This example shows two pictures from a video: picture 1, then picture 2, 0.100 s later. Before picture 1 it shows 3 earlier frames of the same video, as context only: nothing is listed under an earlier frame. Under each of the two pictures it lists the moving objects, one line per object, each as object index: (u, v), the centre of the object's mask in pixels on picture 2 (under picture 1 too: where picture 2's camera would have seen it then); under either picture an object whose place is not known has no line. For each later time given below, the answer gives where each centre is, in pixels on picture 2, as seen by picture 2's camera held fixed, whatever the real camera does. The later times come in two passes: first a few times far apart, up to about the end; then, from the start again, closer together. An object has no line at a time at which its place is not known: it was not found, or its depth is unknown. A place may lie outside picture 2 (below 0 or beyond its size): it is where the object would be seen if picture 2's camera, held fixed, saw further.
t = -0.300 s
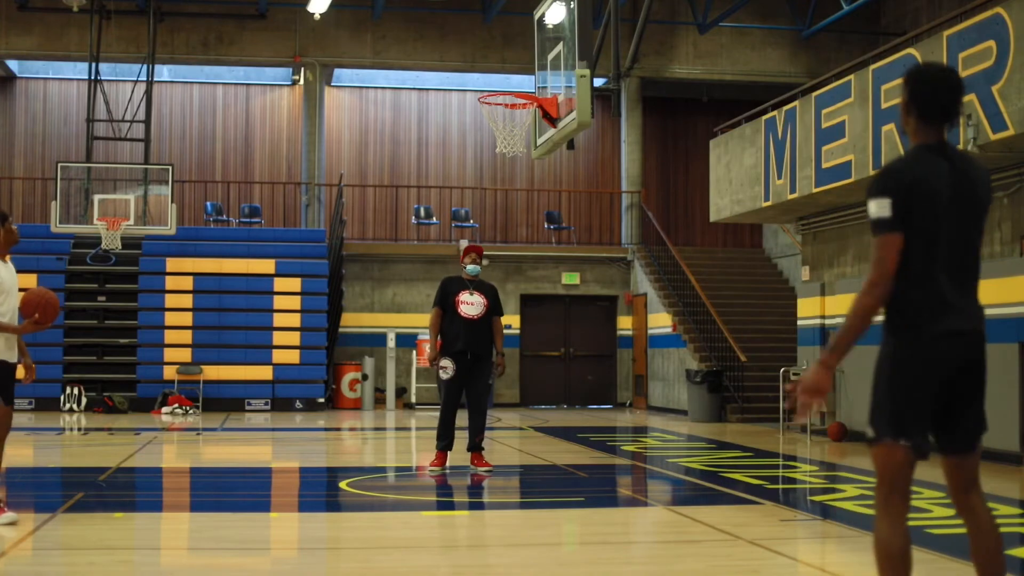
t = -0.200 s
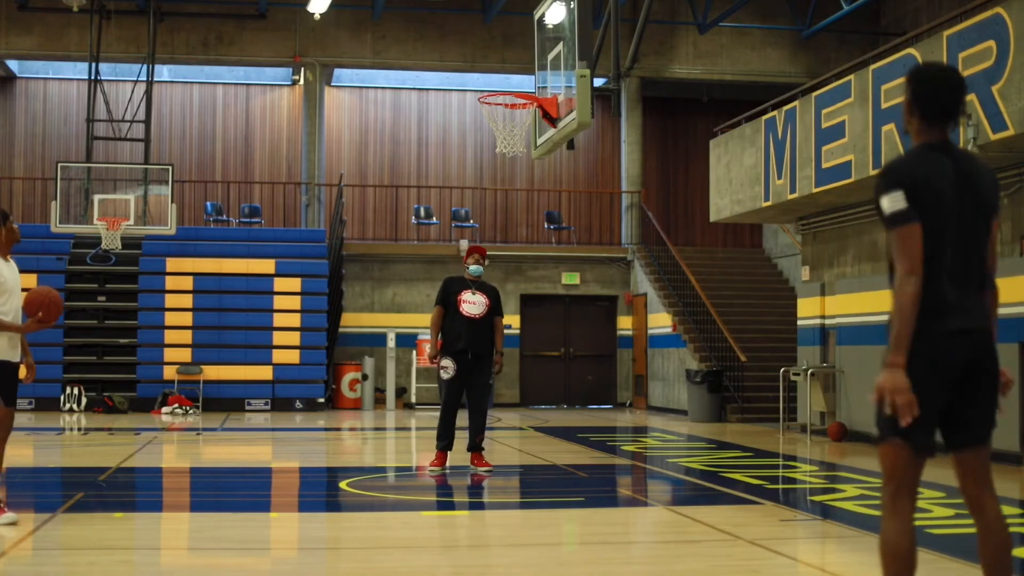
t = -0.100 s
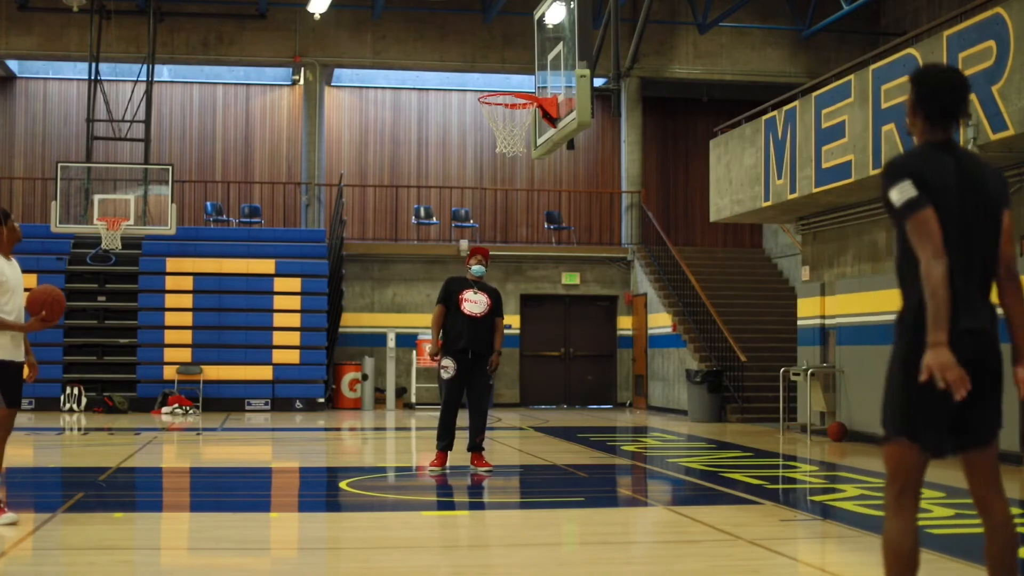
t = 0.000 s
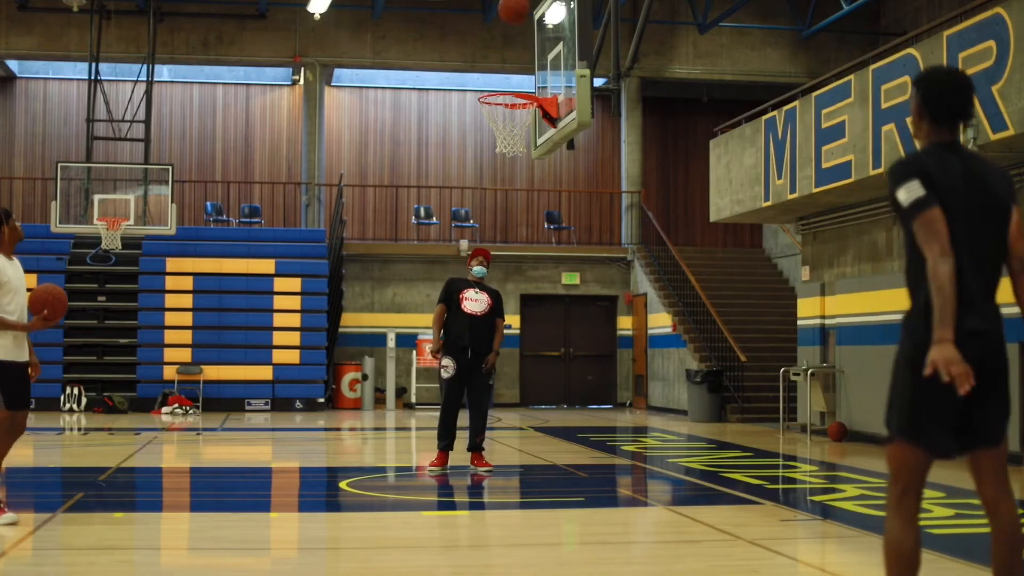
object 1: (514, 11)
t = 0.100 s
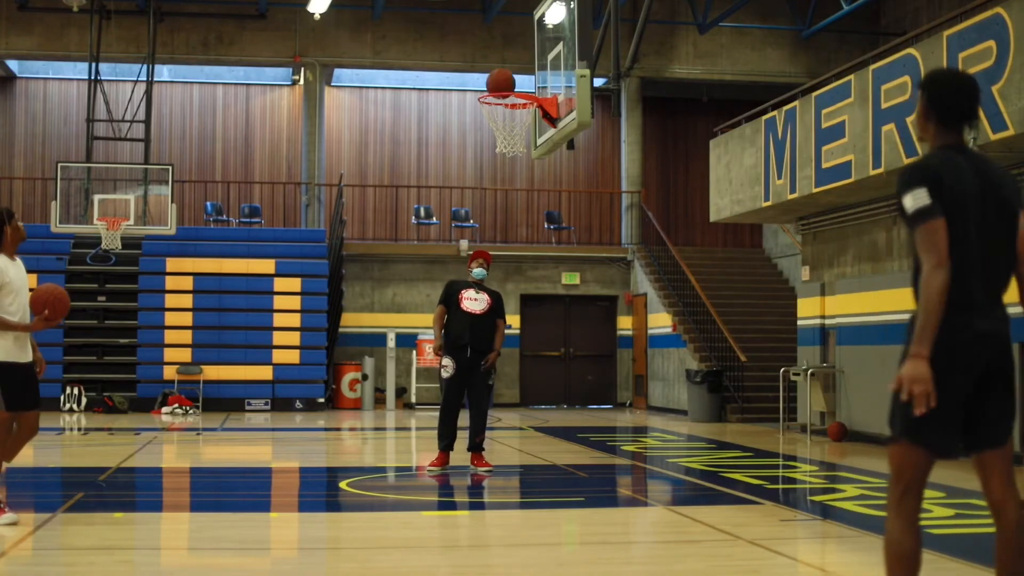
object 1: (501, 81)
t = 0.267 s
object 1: (504, 142)
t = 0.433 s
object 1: (520, 192)
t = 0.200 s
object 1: (499, 132)
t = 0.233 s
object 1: (501, 136)
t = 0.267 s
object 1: (504, 142)
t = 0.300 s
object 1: (508, 149)
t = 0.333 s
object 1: (511, 158)
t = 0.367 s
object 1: (514, 168)
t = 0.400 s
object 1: (517, 180)
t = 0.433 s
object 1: (520, 192)
